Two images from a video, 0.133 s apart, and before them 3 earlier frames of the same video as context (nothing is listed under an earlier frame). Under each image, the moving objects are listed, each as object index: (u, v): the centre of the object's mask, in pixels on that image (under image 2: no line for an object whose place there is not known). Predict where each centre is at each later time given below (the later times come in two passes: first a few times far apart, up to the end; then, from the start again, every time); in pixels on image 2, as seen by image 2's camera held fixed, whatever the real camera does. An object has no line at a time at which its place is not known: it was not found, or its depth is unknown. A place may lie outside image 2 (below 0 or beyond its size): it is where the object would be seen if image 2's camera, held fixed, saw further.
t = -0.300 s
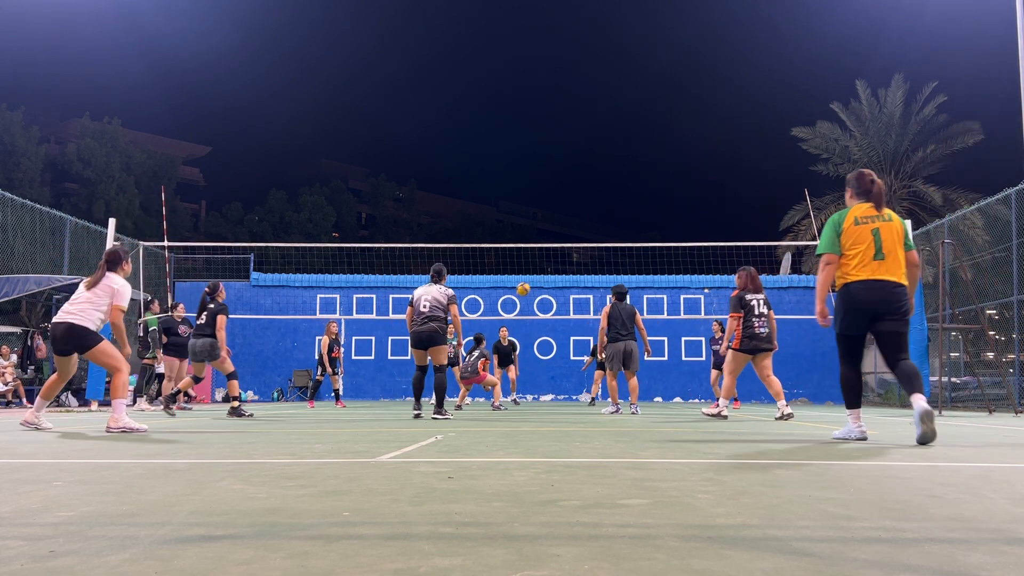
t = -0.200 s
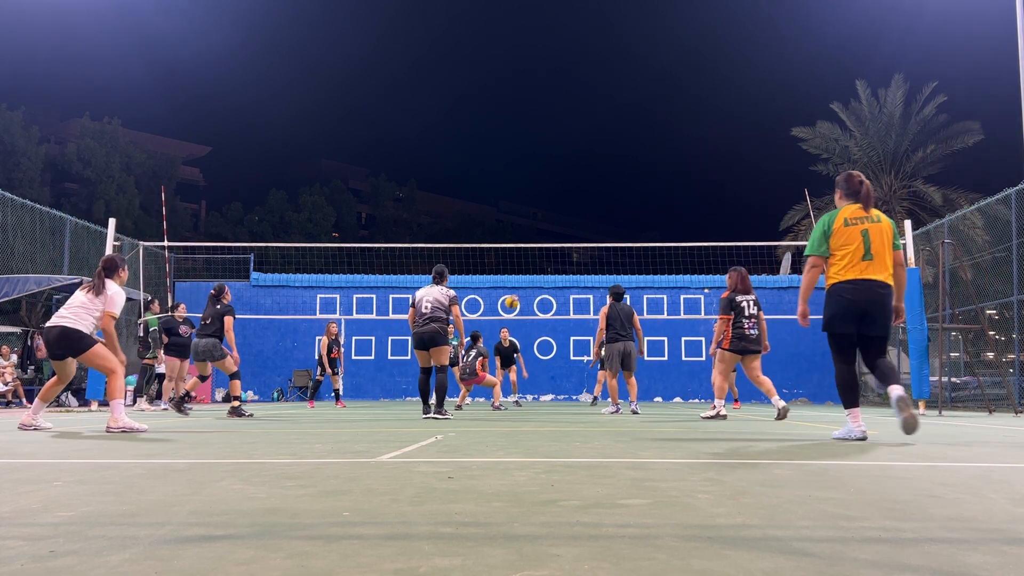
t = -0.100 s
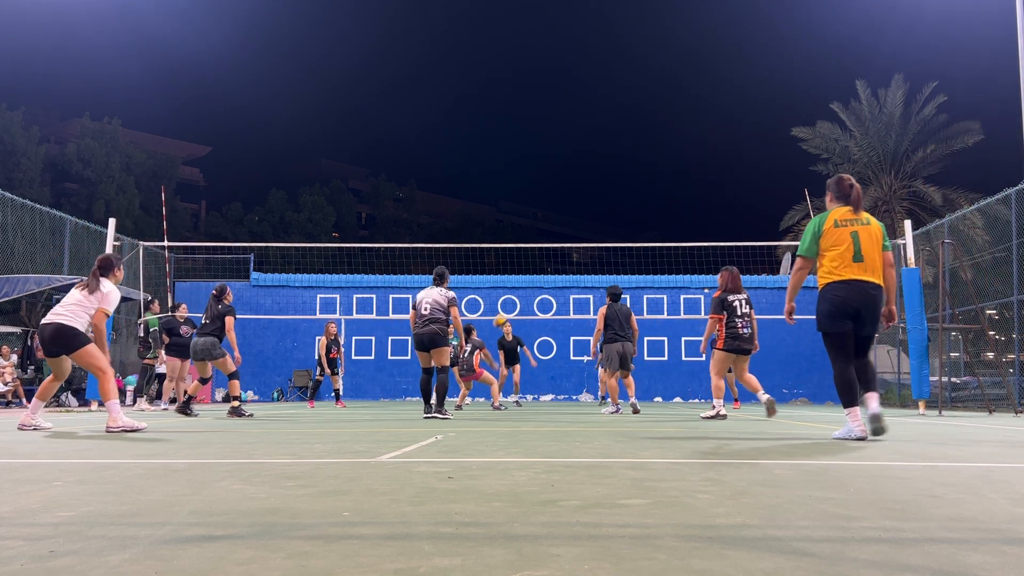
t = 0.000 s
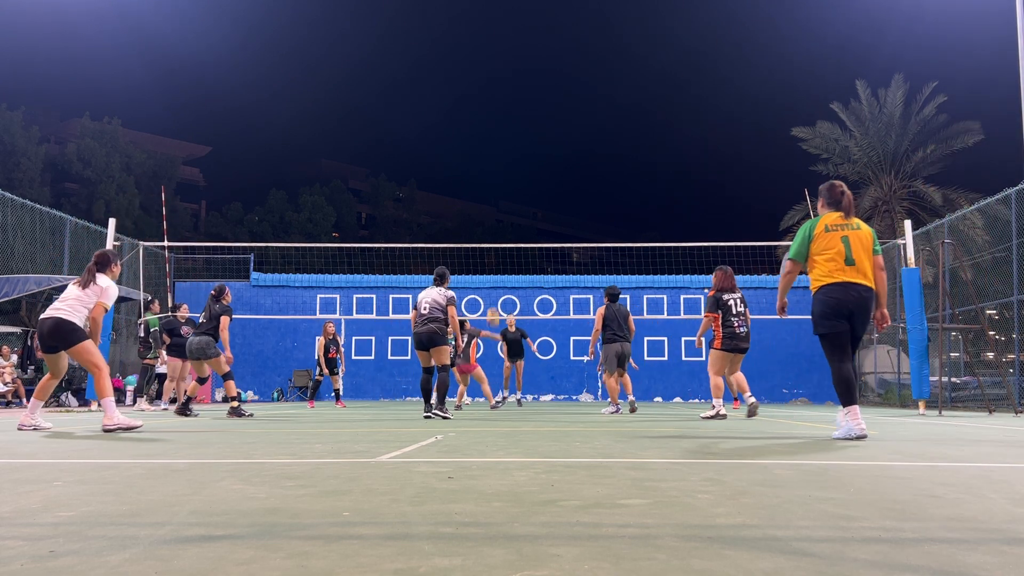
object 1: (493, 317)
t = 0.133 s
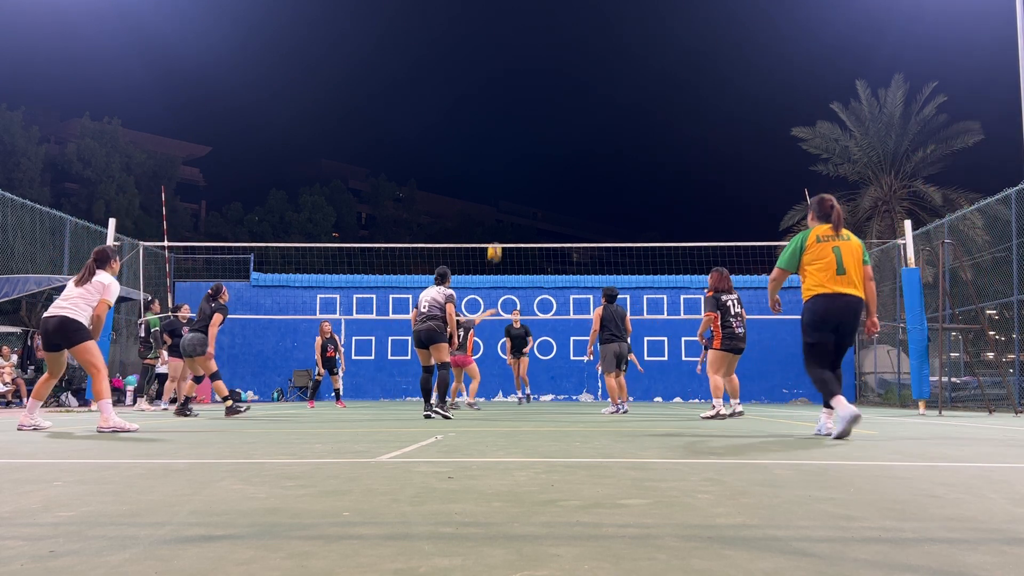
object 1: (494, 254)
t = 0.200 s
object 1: (495, 225)
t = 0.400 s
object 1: (499, 161)
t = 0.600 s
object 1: (504, 125)
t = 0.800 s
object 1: (508, 114)
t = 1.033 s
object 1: (513, 133)
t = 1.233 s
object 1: (517, 177)
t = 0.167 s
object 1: (495, 236)
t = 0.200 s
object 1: (495, 225)
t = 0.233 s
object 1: (496, 212)
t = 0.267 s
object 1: (497, 200)
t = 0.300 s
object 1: (497, 190)
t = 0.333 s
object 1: (498, 179)
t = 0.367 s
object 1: (499, 170)
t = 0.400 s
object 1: (499, 161)
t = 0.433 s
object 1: (500, 154)
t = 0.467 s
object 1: (501, 146)
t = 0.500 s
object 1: (502, 140)
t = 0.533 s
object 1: (503, 134)
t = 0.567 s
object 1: (503, 129)
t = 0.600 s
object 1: (504, 125)
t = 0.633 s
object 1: (505, 121)
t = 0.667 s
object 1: (506, 118)
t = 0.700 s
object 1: (506, 116)
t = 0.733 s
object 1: (507, 115)
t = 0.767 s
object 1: (508, 114)
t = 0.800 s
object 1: (508, 114)
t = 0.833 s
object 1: (509, 114)
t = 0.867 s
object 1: (510, 116)
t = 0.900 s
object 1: (511, 118)
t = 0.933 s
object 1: (511, 121)
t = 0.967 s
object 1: (512, 124)
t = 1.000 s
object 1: (513, 128)
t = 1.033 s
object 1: (513, 133)
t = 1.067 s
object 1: (514, 138)
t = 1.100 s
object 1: (515, 145)
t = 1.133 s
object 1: (515, 152)
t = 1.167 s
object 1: (516, 159)
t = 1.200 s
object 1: (516, 168)
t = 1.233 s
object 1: (517, 177)
